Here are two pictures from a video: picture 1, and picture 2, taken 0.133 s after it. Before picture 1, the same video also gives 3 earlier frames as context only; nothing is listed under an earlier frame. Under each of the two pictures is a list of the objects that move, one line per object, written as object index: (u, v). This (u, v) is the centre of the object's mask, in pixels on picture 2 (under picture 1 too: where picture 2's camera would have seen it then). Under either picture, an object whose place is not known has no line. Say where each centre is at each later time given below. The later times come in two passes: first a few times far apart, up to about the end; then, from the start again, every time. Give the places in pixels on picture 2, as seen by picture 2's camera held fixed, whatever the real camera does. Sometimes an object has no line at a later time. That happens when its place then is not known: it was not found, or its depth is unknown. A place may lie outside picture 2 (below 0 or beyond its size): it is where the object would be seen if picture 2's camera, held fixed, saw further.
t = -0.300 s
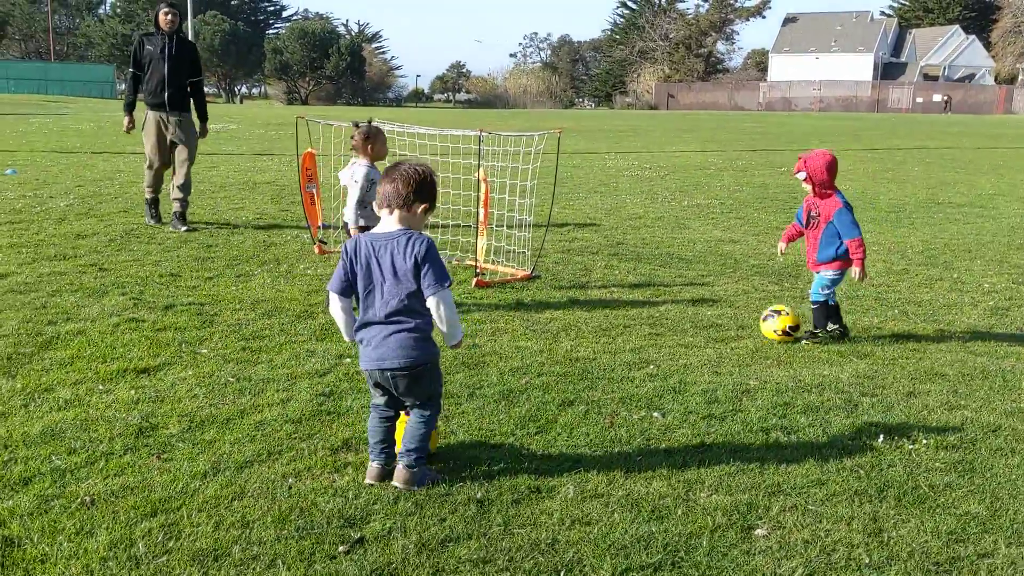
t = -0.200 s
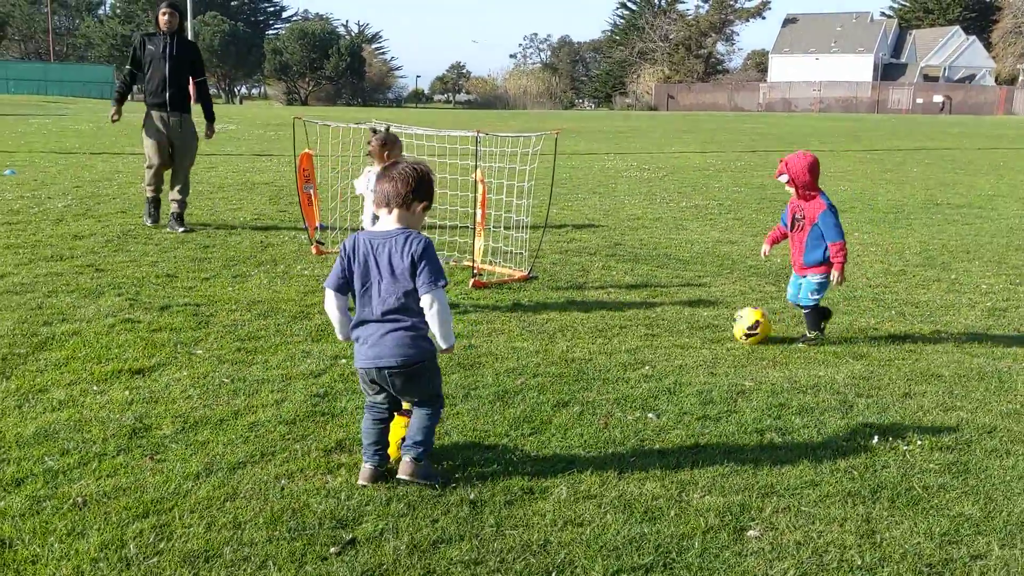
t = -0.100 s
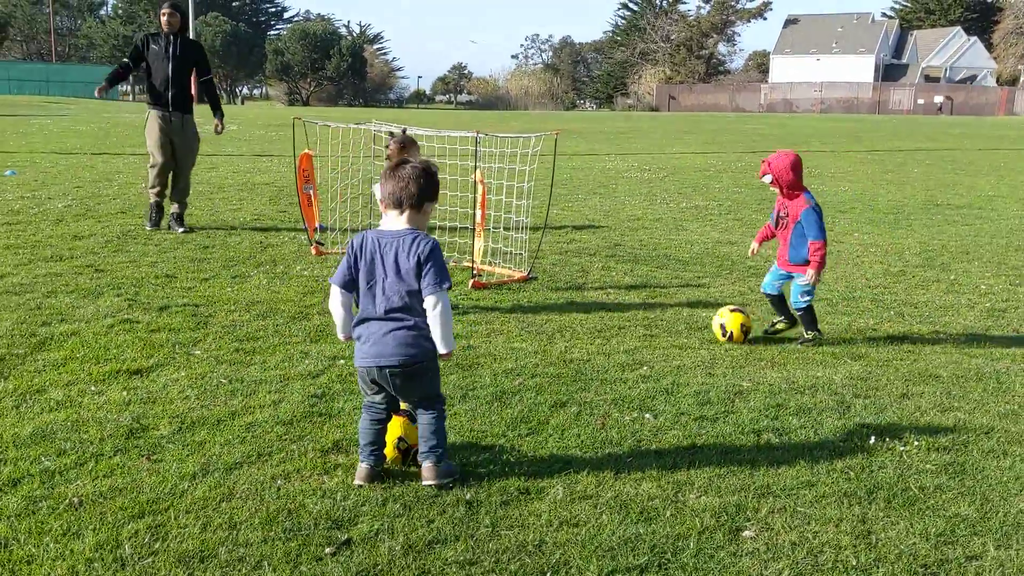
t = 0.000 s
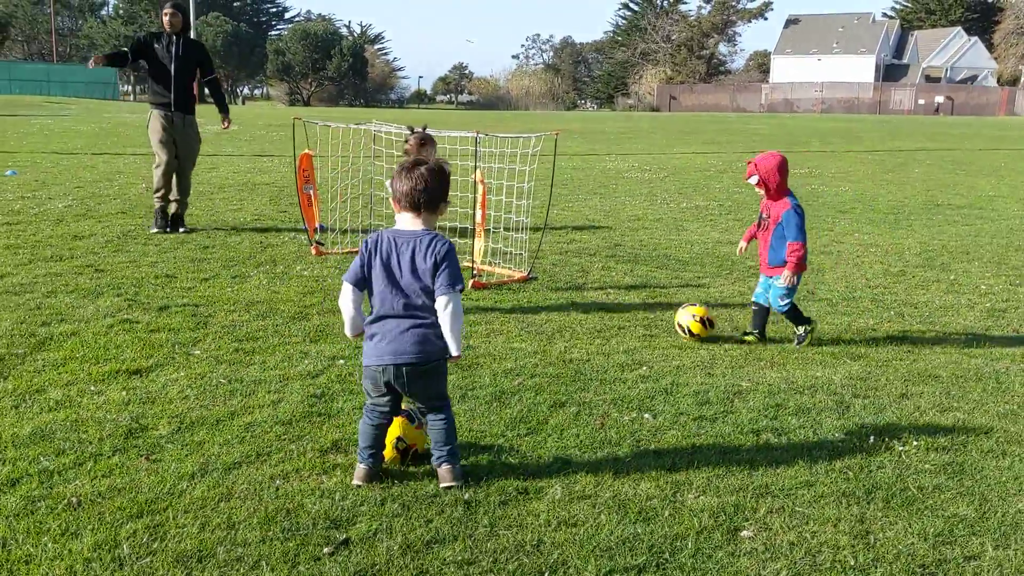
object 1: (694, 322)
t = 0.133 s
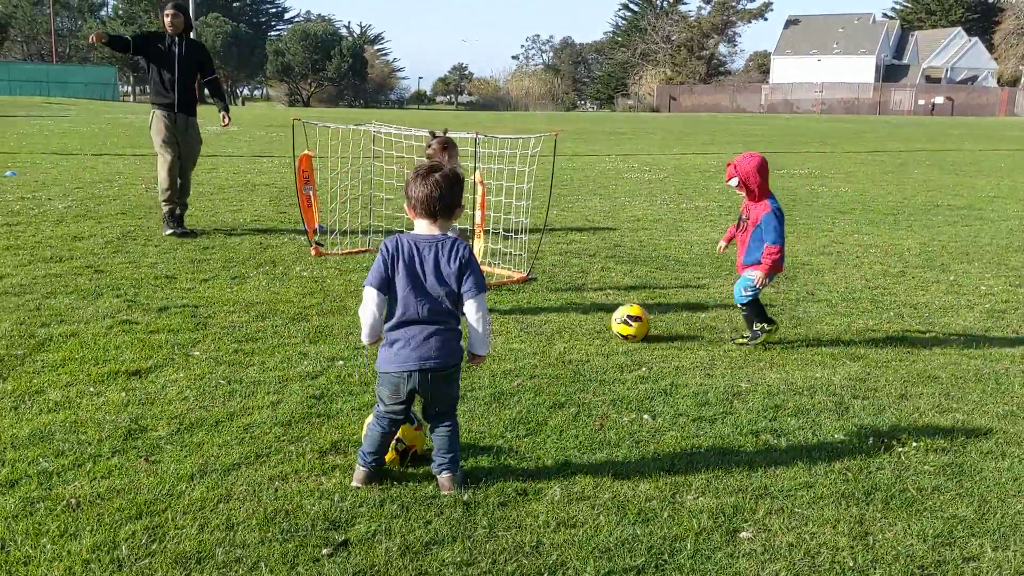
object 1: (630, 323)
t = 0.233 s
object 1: (598, 318)
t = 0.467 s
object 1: (535, 320)
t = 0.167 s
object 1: (617, 323)
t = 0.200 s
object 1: (606, 321)
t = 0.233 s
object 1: (598, 318)
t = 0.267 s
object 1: (590, 318)
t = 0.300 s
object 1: (581, 319)
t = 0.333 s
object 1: (572, 321)
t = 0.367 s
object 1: (562, 320)
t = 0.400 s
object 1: (552, 320)
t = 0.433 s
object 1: (544, 320)
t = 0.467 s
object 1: (535, 320)
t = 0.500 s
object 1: (526, 320)
